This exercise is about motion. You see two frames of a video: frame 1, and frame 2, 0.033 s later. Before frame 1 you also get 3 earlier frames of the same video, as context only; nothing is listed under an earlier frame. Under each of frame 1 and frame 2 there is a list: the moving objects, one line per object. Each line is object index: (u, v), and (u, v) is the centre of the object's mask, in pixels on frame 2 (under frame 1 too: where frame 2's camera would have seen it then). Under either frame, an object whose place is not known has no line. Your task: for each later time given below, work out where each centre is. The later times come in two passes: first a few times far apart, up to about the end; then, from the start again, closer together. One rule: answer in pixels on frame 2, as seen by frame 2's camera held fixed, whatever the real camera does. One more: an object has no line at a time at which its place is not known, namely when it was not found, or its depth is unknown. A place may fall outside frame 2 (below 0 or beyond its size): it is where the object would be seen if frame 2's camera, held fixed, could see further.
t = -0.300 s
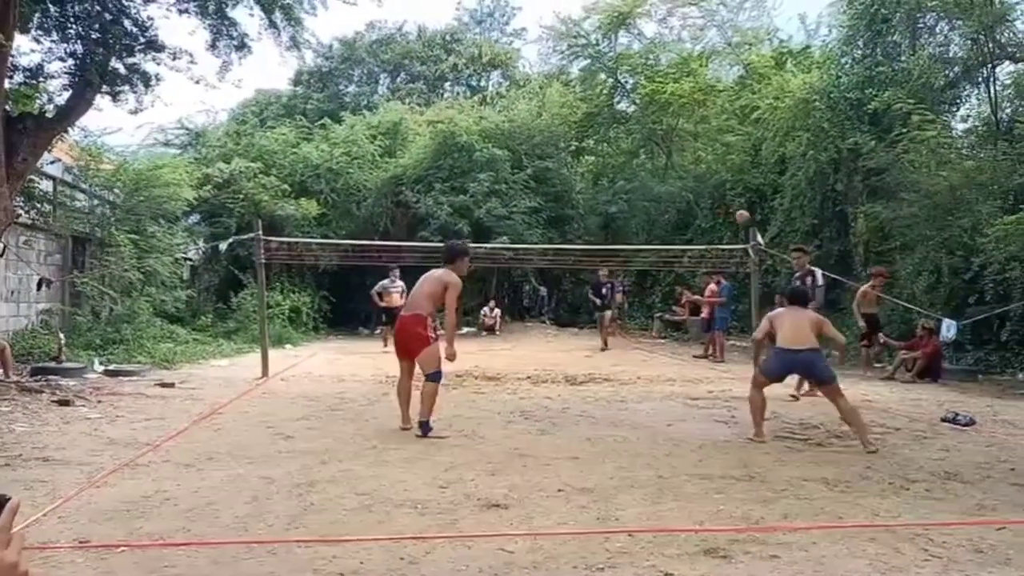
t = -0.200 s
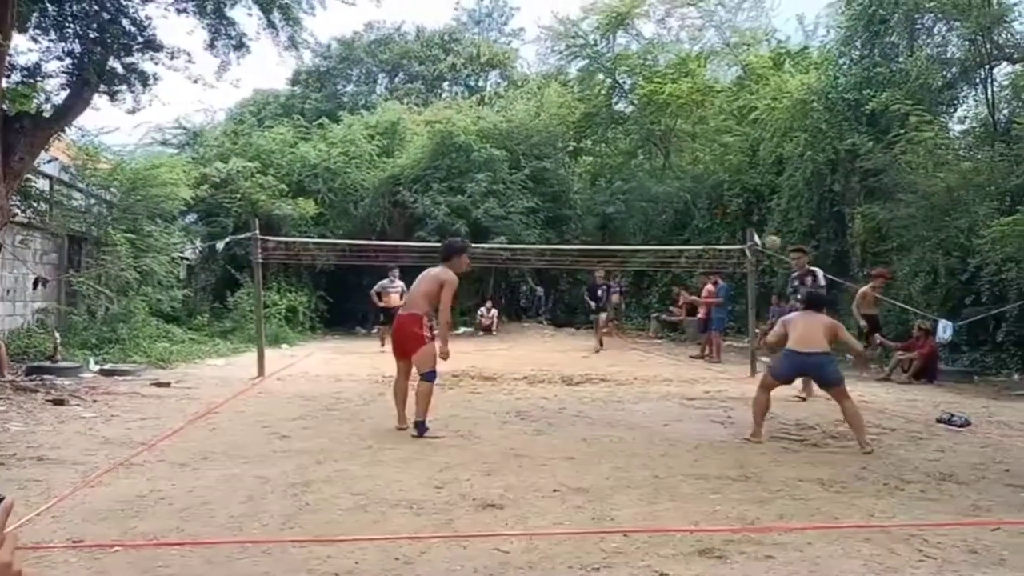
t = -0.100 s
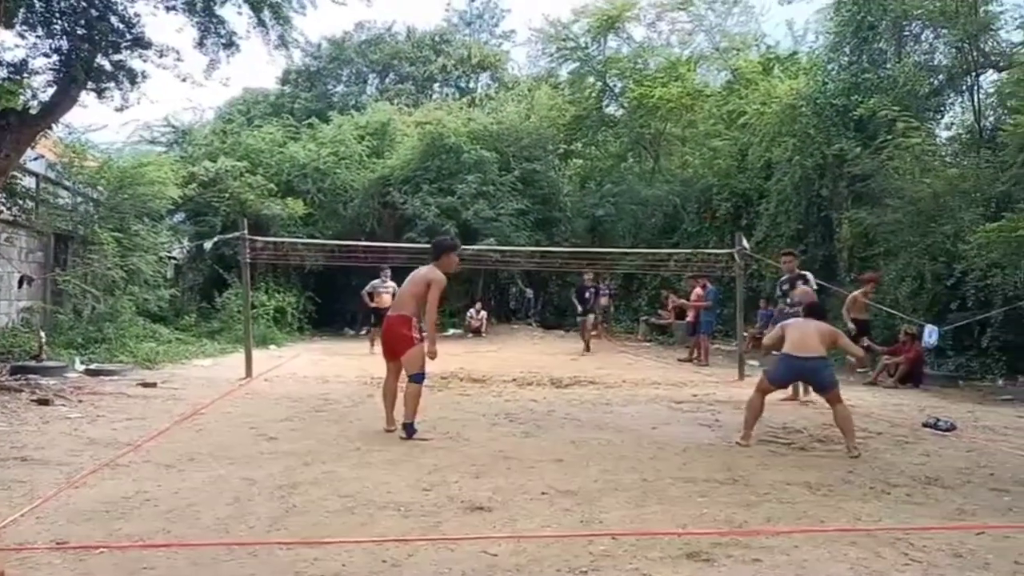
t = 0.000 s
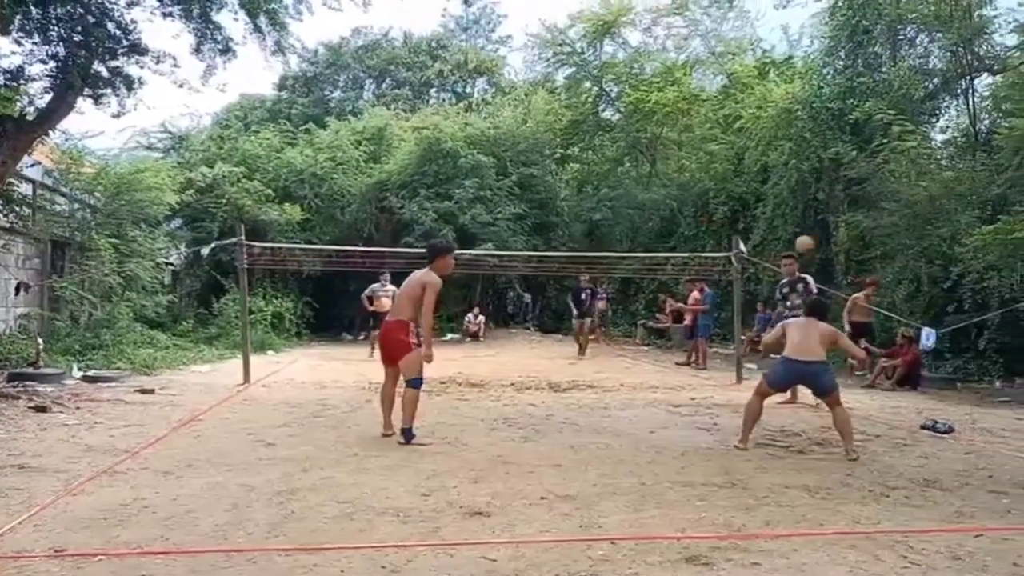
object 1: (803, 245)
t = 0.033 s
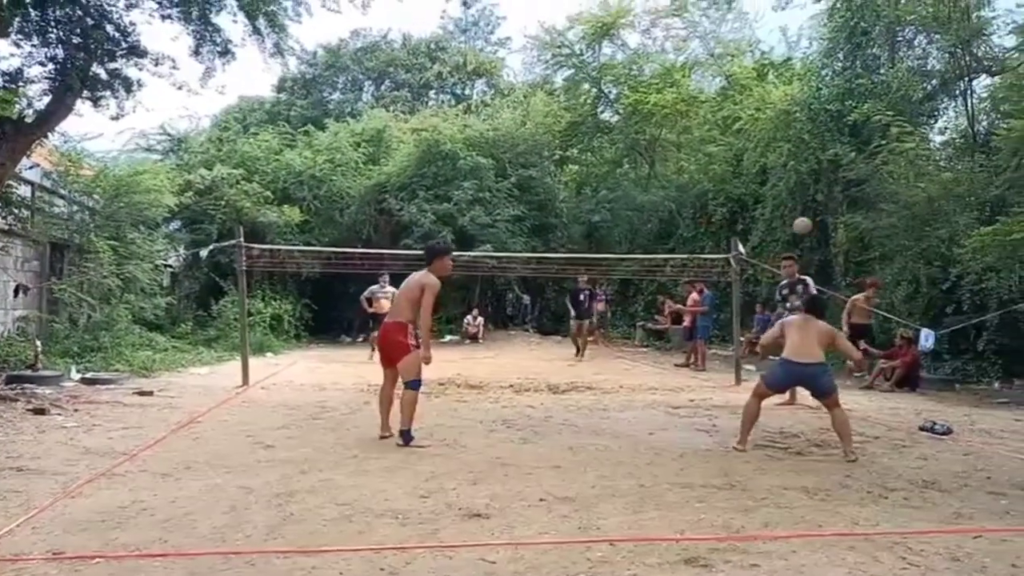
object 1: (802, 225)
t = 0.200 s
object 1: (797, 148)
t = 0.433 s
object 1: (790, 95)
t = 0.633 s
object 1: (787, 96)
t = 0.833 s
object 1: (776, 158)
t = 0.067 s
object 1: (801, 207)
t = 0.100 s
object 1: (800, 190)
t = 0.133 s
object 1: (799, 173)
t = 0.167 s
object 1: (798, 160)
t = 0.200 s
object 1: (797, 148)
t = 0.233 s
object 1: (798, 136)
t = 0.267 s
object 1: (795, 121)
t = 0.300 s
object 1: (793, 114)
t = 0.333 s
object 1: (795, 108)
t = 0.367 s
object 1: (791, 105)
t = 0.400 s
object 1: (790, 98)
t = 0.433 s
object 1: (790, 95)
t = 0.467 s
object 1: (789, 92)
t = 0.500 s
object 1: (790, 93)
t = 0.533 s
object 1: (787, 92)
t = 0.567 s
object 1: (787, 93)
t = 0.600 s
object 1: (786, 94)
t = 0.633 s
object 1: (787, 96)
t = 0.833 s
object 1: (776, 158)
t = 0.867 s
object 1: (773, 171)
